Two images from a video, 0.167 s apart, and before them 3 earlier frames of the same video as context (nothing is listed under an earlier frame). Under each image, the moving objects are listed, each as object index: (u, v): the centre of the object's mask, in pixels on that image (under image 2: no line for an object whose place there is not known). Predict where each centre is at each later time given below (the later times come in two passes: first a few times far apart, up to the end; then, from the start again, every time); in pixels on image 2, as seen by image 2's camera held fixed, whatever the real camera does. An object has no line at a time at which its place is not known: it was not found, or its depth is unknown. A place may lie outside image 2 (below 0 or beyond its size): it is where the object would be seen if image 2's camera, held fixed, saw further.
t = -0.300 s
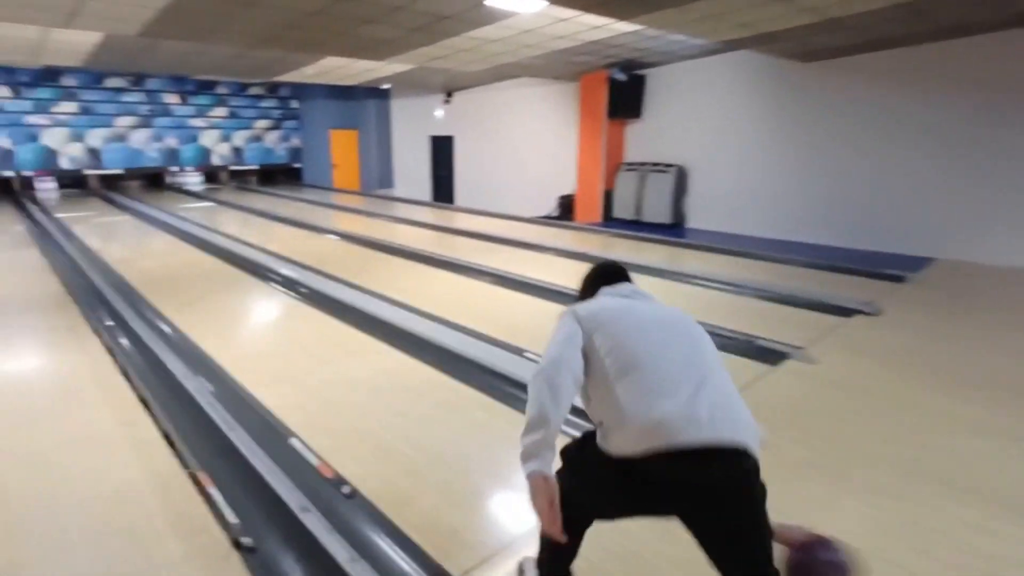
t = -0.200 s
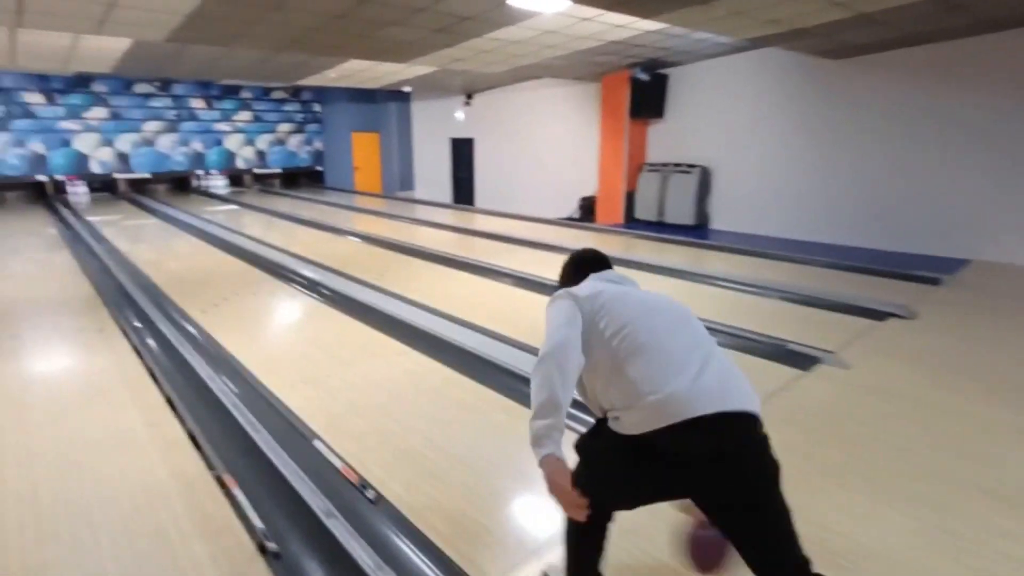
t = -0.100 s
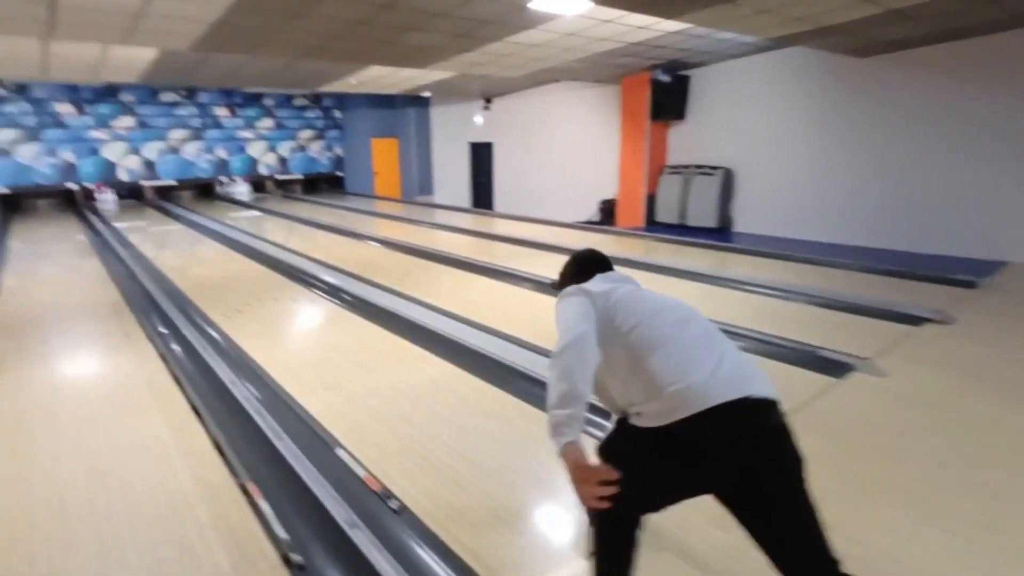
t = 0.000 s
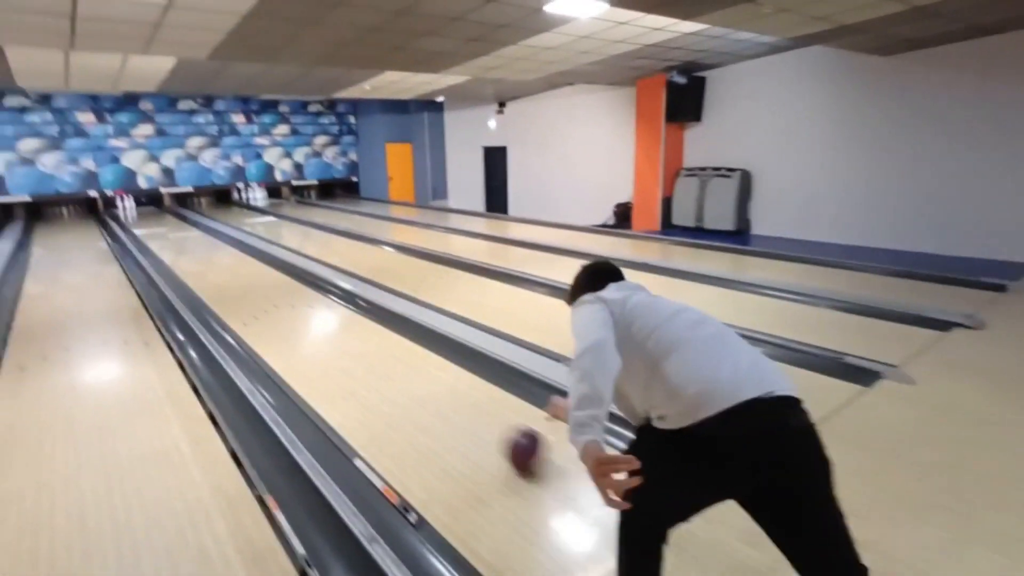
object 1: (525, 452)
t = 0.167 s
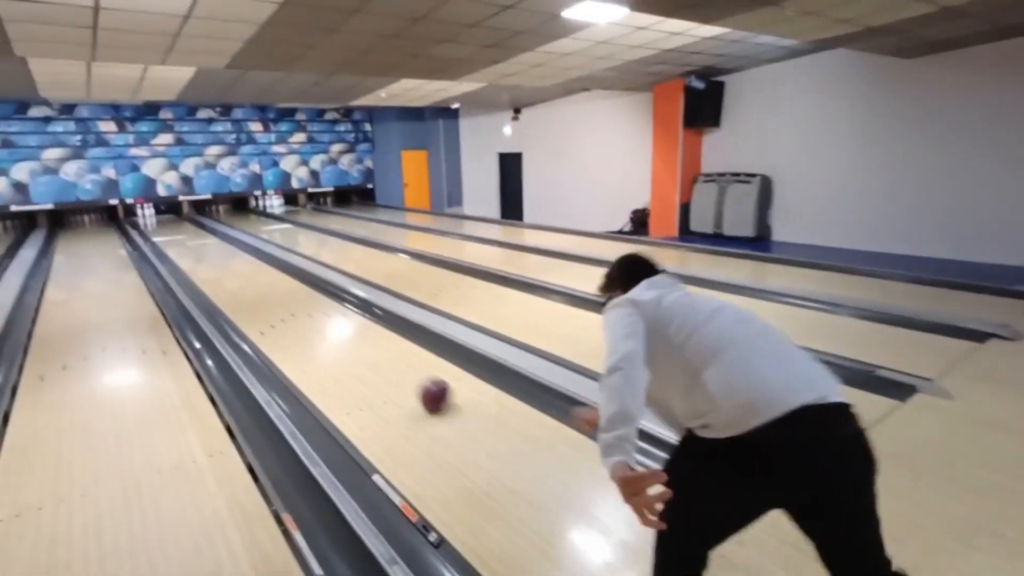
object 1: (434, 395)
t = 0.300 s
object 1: (379, 360)
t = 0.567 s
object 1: (308, 317)
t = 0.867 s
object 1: (263, 288)
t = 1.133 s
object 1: (236, 272)
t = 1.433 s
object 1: (214, 258)
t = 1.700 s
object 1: (199, 249)
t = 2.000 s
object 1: (185, 241)
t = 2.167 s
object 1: (182, 237)
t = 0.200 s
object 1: (418, 385)
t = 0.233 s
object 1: (404, 375)
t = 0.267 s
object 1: (391, 367)
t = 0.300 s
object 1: (379, 360)
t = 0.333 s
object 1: (367, 353)
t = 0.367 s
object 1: (357, 345)
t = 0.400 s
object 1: (348, 339)
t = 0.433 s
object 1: (340, 334)
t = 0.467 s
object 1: (330, 329)
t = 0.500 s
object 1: (323, 324)
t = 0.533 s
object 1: (315, 320)
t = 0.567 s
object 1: (308, 317)
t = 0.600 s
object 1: (302, 312)
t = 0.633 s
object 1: (296, 308)
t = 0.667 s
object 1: (291, 305)
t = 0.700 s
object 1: (286, 302)
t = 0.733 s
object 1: (281, 299)
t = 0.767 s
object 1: (276, 296)
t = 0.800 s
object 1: (271, 294)
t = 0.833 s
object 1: (266, 291)
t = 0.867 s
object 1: (263, 288)
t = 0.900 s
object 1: (259, 286)
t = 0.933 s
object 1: (256, 283)
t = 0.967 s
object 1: (252, 281)
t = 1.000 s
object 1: (249, 279)
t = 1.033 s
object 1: (246, 277)
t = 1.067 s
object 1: (242, 275)
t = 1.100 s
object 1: (240, 274)
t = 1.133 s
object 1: (236, 272)
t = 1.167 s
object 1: (234, 270)
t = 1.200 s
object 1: (231, 269)
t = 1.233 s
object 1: (228, 267)
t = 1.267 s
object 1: (226, 265)
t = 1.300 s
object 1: (223, 264)
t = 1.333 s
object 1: (221, 263)
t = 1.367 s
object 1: (219, 261)
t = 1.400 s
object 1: (216, 260)
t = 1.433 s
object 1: (214, 258)
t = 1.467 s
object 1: (212, 257)
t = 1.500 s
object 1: (210, 256)
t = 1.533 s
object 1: (208, 254)
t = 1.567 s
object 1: (206, 253)
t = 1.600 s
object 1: (204, 252)
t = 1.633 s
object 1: (202, 251)
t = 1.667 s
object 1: (200, 250)
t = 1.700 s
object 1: (199, 249)
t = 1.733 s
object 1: (197, 248)
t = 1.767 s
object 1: (195, 247)
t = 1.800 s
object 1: (193, 246)
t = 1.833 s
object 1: (192, 245)
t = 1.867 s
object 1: (190, 244)
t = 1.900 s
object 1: (188, 243)
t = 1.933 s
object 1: (187, 242)
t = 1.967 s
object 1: (186, 242)
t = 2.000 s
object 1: (185, 241)
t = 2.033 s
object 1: (185, 240)
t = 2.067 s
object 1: (184, 239)
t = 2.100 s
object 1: (183, 238)
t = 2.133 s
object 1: (182, 238)
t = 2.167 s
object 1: (182, 237)
